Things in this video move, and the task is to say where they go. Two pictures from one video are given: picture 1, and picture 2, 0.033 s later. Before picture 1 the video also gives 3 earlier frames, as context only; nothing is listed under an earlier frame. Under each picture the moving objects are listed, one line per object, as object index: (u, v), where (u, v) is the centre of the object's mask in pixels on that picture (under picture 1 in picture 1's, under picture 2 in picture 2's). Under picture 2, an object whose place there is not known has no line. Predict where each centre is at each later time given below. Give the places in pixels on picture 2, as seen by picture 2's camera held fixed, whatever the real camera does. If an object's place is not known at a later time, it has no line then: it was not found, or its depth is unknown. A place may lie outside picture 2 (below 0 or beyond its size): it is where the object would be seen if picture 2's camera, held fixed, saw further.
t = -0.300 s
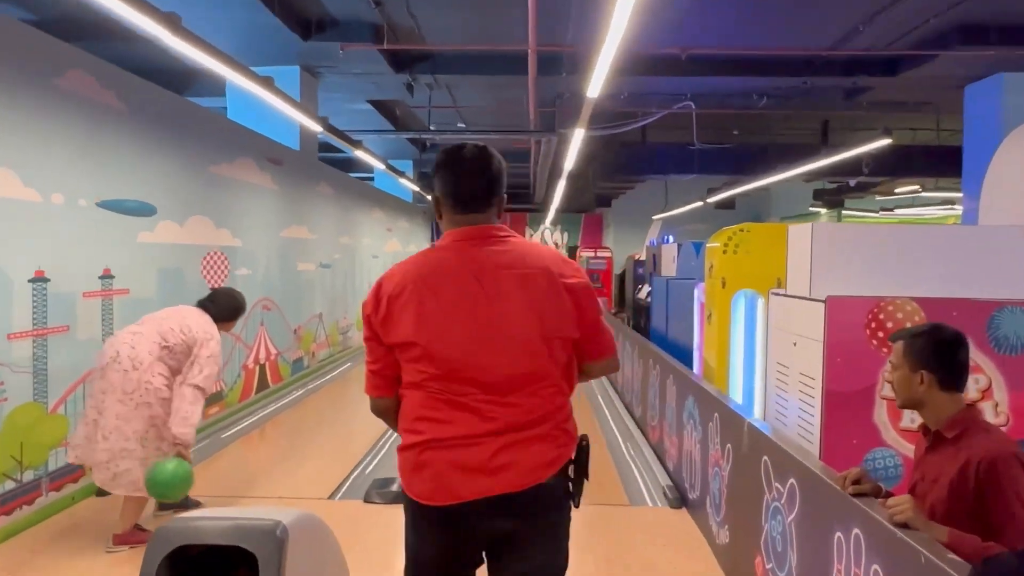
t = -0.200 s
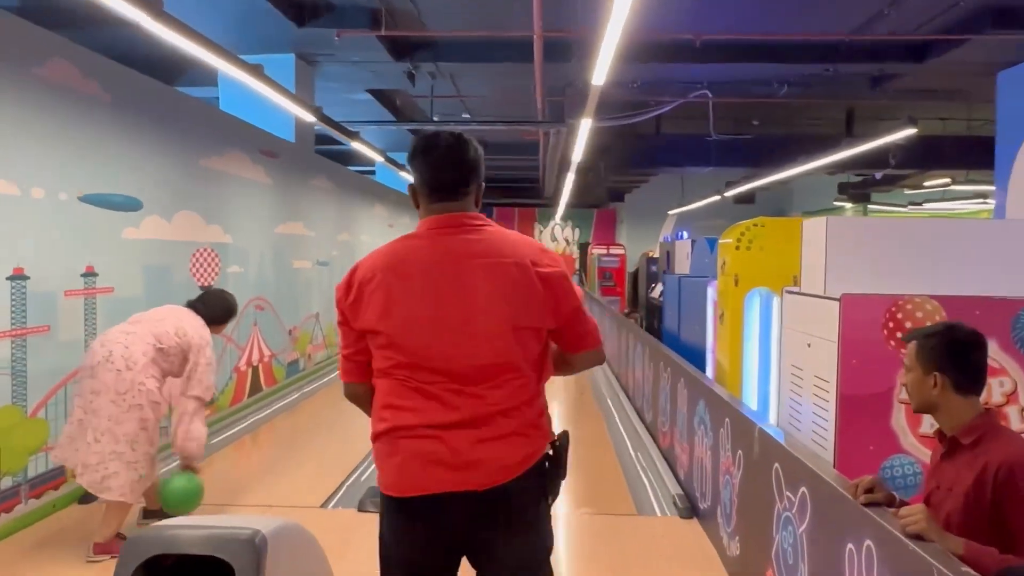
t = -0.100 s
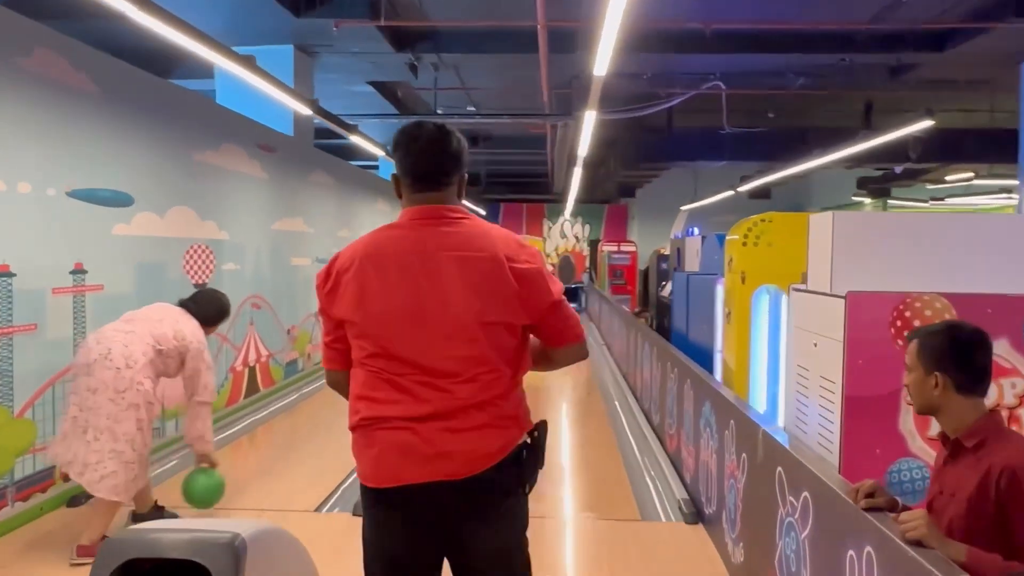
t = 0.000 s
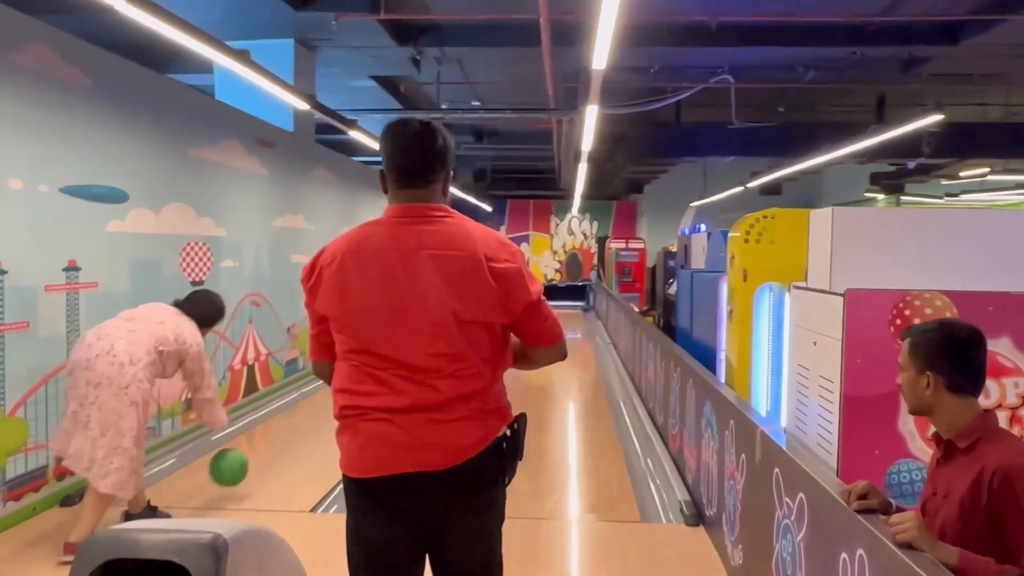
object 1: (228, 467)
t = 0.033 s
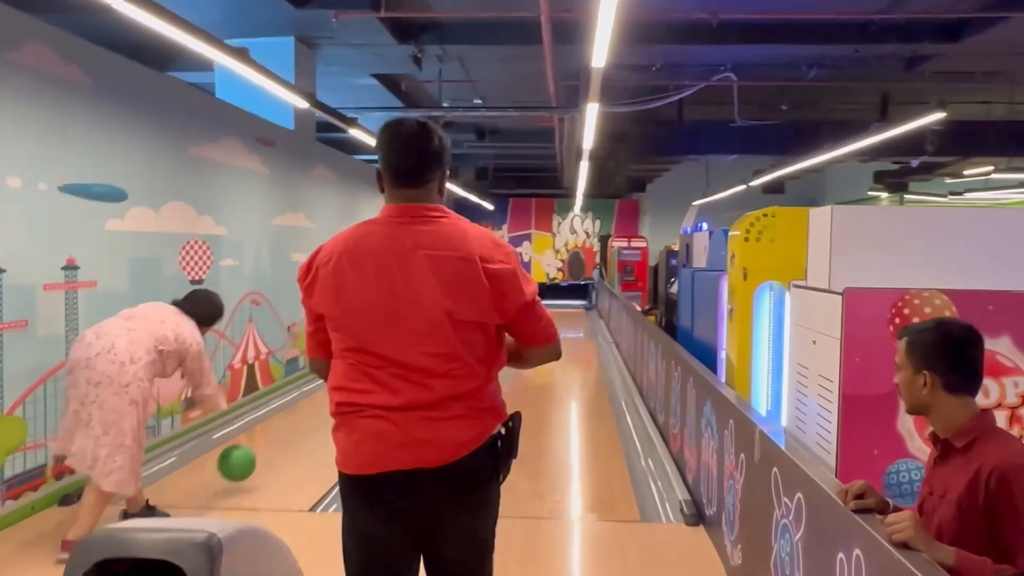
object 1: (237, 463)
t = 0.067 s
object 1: (245, 461)
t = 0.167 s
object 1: (266, 453)
